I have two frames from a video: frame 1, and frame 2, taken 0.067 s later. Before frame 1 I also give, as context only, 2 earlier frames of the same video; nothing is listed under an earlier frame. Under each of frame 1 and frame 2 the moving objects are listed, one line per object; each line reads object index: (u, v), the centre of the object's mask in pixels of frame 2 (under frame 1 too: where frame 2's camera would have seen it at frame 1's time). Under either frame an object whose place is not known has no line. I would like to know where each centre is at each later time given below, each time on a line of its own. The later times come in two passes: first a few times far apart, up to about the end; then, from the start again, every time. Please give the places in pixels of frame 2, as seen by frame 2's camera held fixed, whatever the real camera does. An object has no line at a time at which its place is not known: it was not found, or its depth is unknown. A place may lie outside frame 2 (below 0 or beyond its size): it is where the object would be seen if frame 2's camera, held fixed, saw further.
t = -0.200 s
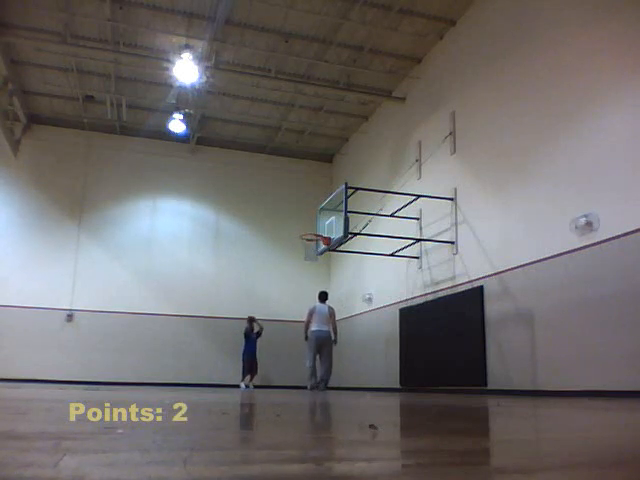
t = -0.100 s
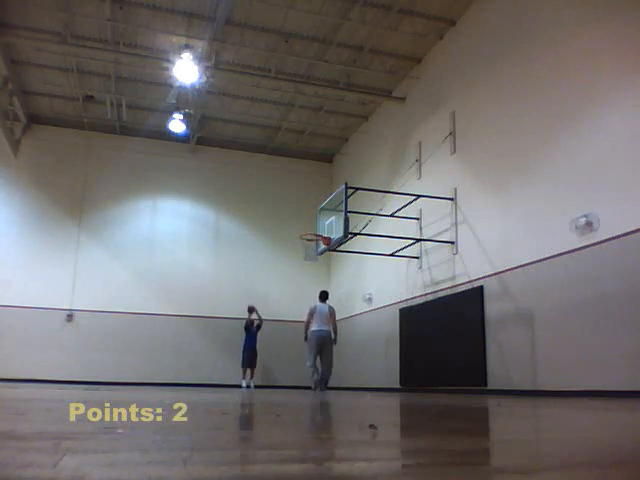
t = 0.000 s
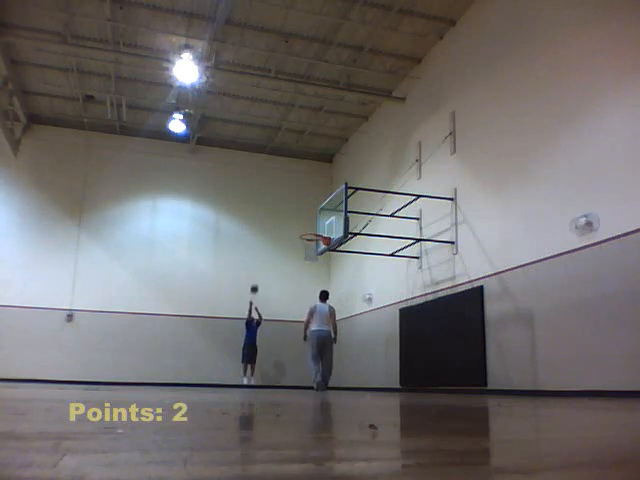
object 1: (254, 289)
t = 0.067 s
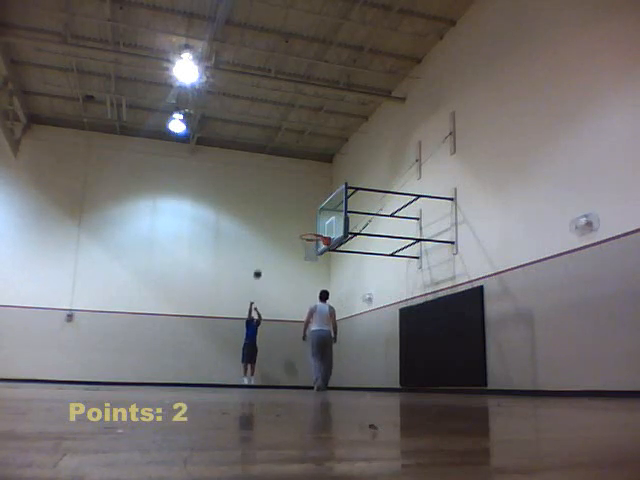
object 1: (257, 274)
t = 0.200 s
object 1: (263, 247)
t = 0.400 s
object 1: (272, 218)
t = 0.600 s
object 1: (281, 199)
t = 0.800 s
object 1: (290, 193)
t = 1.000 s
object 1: (300, 202)
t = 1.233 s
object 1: (313, 237)
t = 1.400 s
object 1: (315, 252)
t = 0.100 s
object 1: (258, 266)
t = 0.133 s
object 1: (260, 260)
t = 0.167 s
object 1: (261, 253)
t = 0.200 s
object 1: (263, 247)
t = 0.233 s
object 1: (264, 242)
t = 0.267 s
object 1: (266, 236)
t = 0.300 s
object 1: (267, 231)
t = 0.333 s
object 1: (269, 227)
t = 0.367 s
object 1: (270, 222)
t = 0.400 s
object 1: (272, 218)
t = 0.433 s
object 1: (274, 213)
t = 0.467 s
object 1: (275, 210)
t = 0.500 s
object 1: (276, 207)
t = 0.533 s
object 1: (278, 204)
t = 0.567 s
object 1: (279, 201)
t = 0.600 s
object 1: (281, 199)
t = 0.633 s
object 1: (283, 196)
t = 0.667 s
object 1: (284, 195)
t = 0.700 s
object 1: (286, 194)
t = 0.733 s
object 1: (287, 193)
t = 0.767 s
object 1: (289, 193)
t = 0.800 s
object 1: (290, 193)
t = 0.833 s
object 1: (292, 193)
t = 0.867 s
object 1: (294, 194)
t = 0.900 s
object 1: (295, 195)
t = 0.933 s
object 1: (297, 197)
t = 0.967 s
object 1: (299, 199)
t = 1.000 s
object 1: (300, 202)
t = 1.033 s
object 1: (302, 205)
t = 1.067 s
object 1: (304, 209)
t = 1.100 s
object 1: (306, 213)
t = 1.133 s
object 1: (307, 218)
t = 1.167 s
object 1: (309, 224)
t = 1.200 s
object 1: (311, 230)
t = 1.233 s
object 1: (313, 237)
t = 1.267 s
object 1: (315, 244)
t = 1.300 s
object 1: (316, 246)
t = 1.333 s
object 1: (316, 248)
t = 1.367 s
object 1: (315, 249)
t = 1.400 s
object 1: (315, 252)
